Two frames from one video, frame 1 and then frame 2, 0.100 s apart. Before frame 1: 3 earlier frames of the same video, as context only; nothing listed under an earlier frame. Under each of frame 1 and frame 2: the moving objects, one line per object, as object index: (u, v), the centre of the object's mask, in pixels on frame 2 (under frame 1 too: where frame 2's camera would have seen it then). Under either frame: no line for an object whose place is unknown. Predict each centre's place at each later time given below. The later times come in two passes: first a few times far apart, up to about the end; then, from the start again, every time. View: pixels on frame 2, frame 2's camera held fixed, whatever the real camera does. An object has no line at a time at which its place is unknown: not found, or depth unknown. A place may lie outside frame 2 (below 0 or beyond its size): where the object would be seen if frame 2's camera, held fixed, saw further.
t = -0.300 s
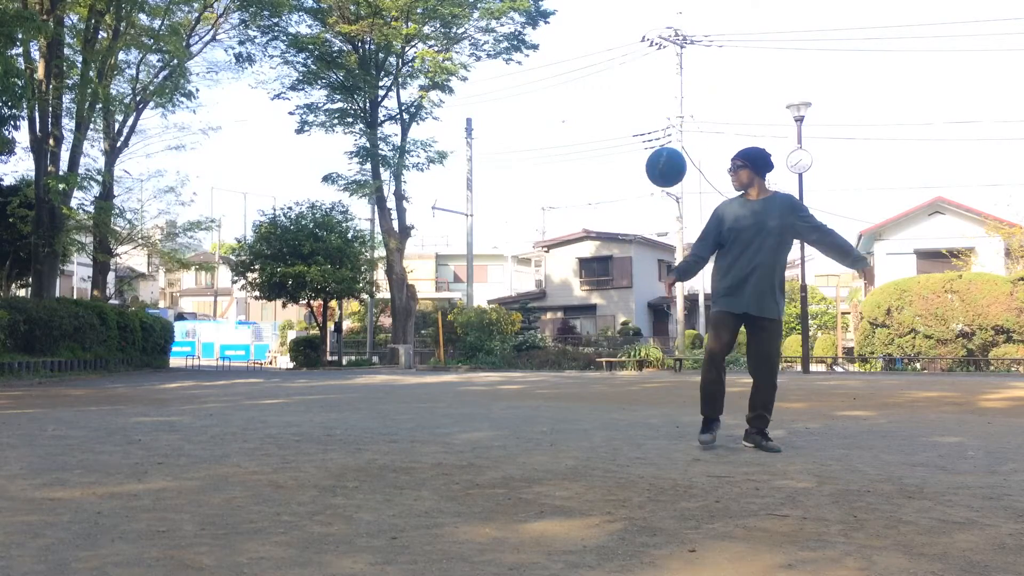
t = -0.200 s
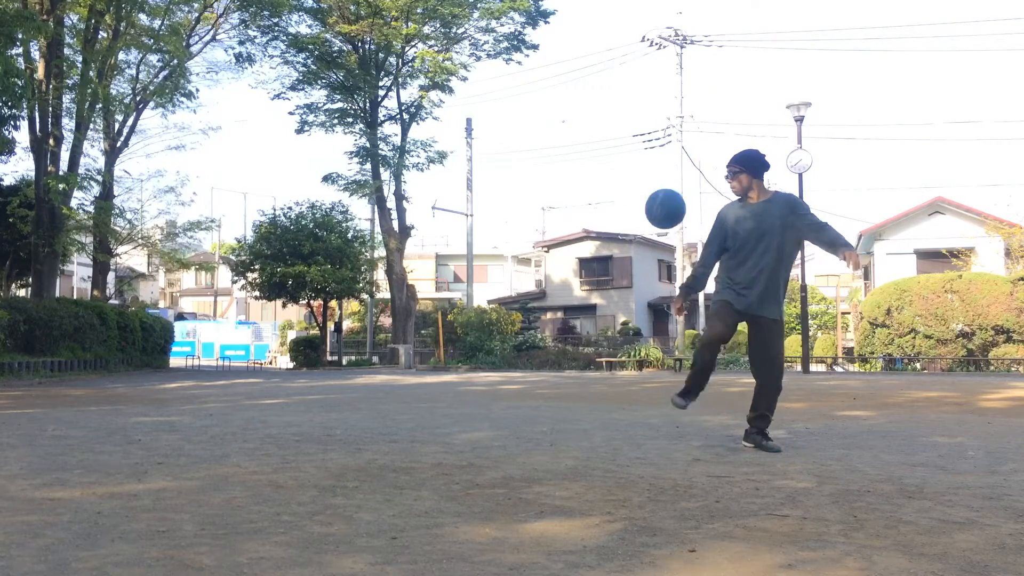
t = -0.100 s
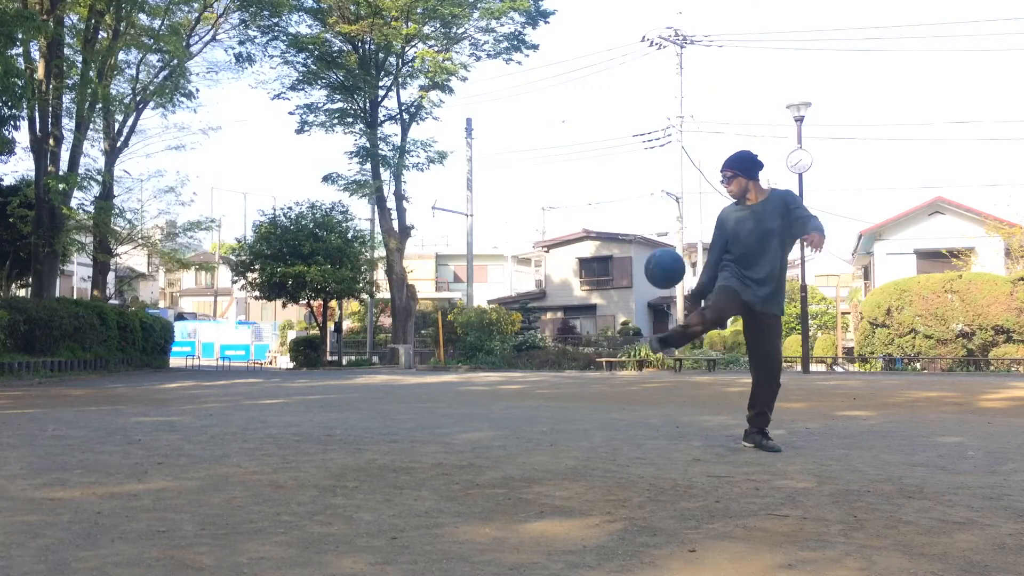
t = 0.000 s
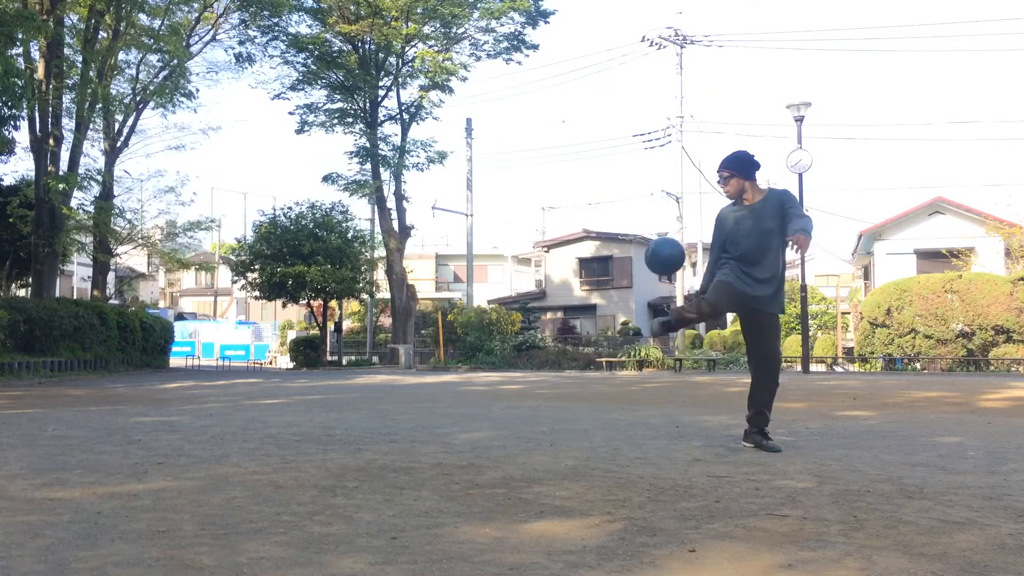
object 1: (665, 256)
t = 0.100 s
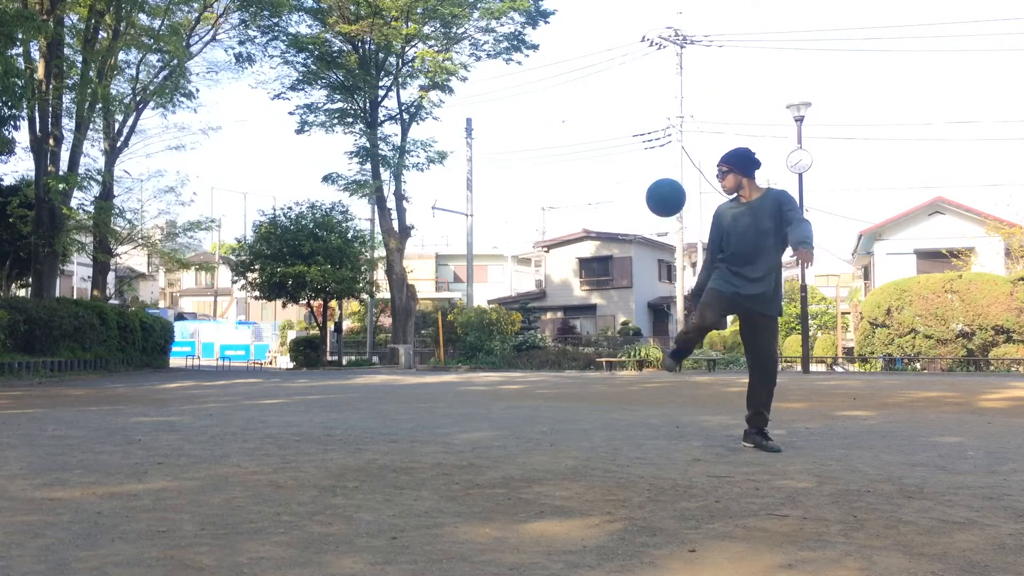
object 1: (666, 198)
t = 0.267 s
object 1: (668, 137)
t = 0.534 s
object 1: (671, 141)
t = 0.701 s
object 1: (675, 209)
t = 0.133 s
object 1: (666, 182)
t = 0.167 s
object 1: (666, 168)
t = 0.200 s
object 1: (667, 156)
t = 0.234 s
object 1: (667, 146)
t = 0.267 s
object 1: (668, 137)
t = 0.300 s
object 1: (668, 131)
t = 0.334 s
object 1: (668, 127)
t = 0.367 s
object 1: (669, 124)
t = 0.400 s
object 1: (669, 124)
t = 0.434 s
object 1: (670, 125)
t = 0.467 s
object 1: (670, 129)
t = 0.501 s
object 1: (671, 134)
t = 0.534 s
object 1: (671, 141)
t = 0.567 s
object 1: (672, 151)
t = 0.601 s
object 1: (673, 162)
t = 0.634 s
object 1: (673, 176)
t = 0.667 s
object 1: (674, 191)
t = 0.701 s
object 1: (675, 209)
